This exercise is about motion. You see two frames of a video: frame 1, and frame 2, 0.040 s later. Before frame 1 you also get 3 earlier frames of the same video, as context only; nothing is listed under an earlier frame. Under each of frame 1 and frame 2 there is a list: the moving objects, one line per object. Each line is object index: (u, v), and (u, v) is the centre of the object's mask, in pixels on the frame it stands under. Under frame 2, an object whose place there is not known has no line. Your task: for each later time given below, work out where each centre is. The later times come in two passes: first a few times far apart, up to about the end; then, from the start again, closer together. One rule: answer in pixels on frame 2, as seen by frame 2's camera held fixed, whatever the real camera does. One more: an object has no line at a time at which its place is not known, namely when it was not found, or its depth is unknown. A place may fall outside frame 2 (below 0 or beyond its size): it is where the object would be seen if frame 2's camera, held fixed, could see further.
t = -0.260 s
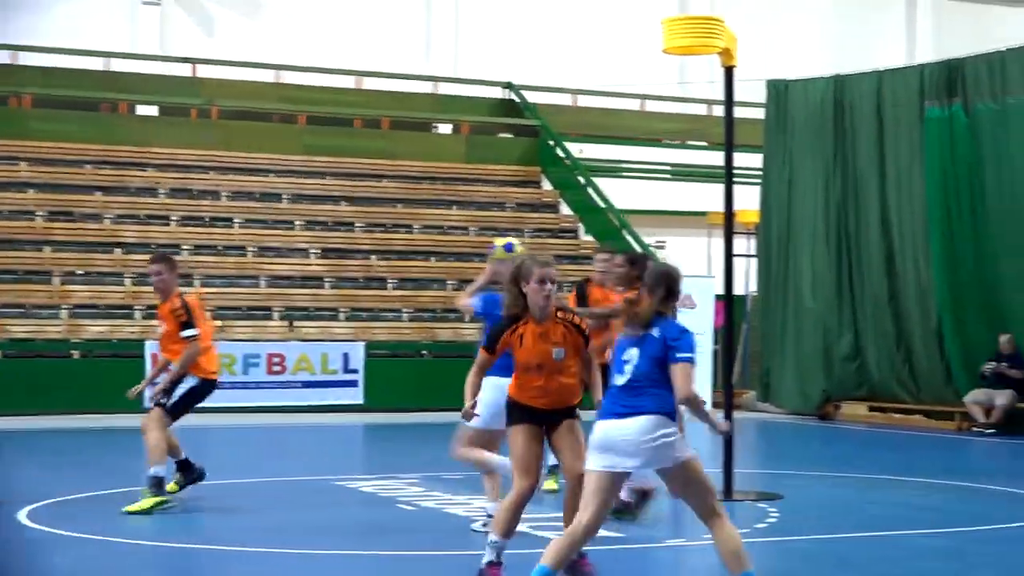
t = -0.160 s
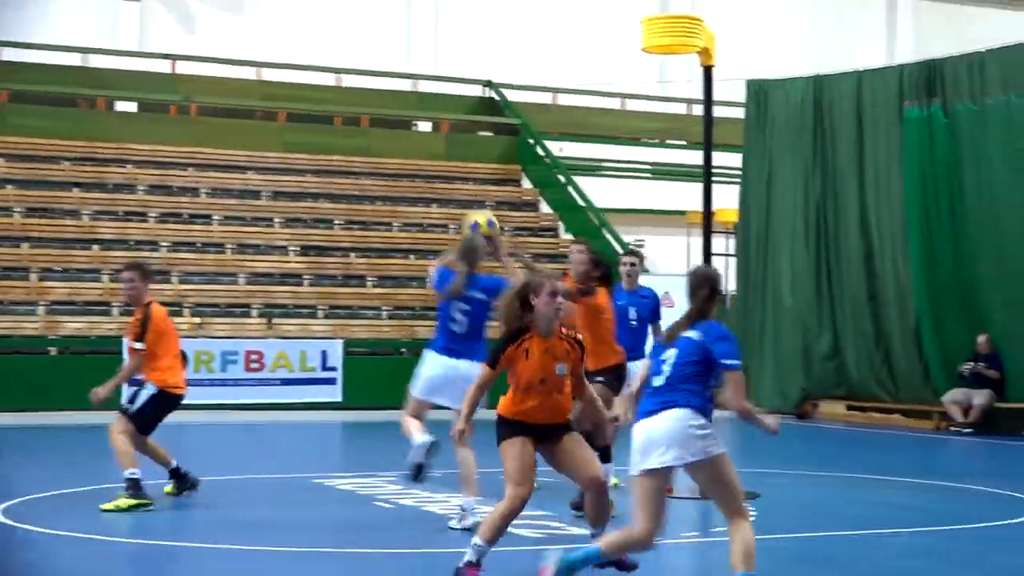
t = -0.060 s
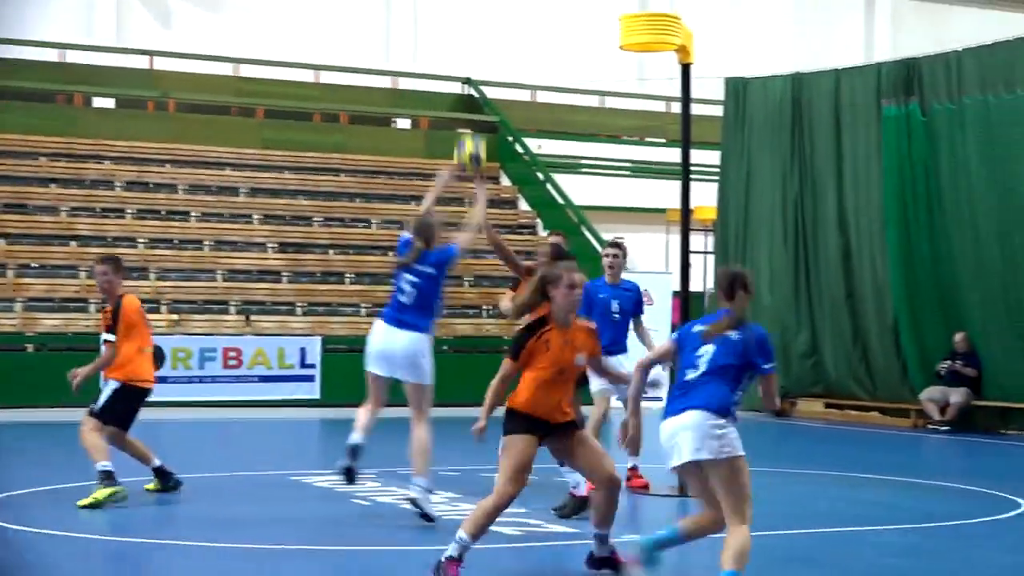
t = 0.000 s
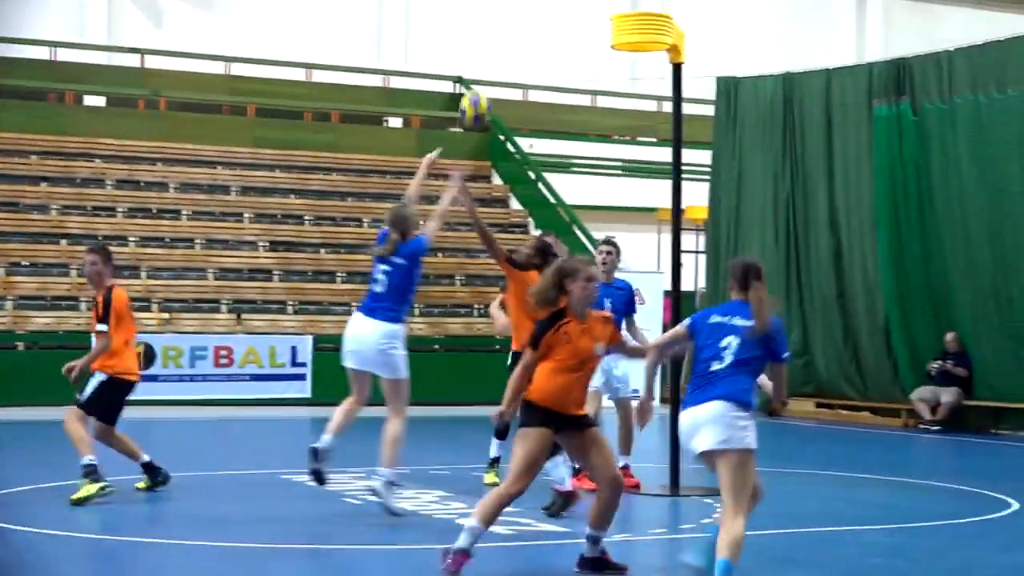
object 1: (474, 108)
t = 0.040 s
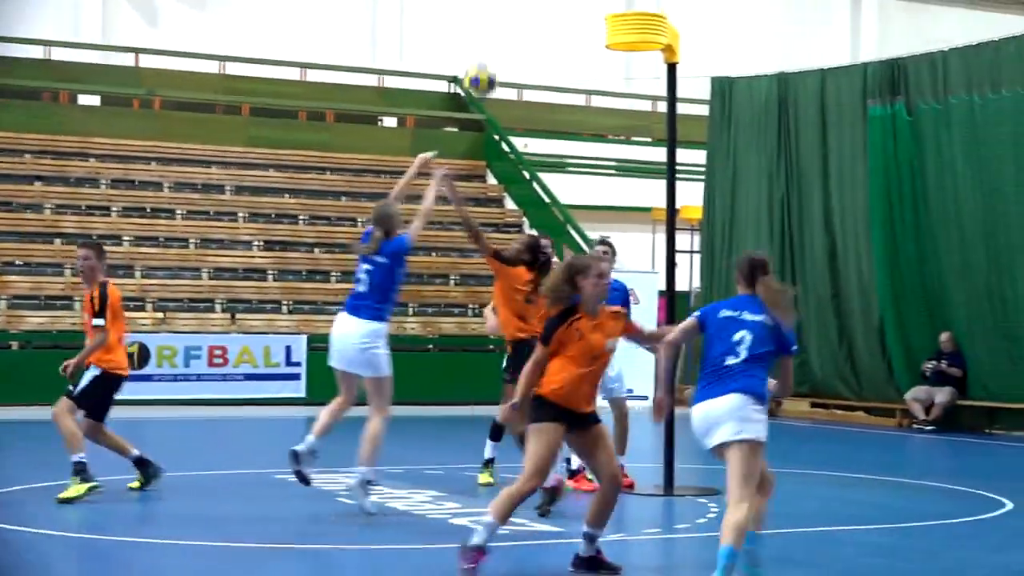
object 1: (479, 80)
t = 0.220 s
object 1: (520, 3)
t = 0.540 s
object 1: (583, -35)
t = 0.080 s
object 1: (489, 56)
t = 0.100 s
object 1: (494, 46)
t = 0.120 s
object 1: (499, 35)
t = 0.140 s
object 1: (503, 25)
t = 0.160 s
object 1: (507, 16)
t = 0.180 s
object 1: (512, 11)
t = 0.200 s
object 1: (516, 7)
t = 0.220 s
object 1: (520, 3)
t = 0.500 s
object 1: (575, -29)
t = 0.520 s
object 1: (579, -33)
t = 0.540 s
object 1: (583, -35)
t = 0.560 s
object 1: (587, -37)
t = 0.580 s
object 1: (591, -36)
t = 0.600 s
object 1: (595, -33)
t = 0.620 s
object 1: (598, -29)
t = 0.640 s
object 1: (601, -22)
